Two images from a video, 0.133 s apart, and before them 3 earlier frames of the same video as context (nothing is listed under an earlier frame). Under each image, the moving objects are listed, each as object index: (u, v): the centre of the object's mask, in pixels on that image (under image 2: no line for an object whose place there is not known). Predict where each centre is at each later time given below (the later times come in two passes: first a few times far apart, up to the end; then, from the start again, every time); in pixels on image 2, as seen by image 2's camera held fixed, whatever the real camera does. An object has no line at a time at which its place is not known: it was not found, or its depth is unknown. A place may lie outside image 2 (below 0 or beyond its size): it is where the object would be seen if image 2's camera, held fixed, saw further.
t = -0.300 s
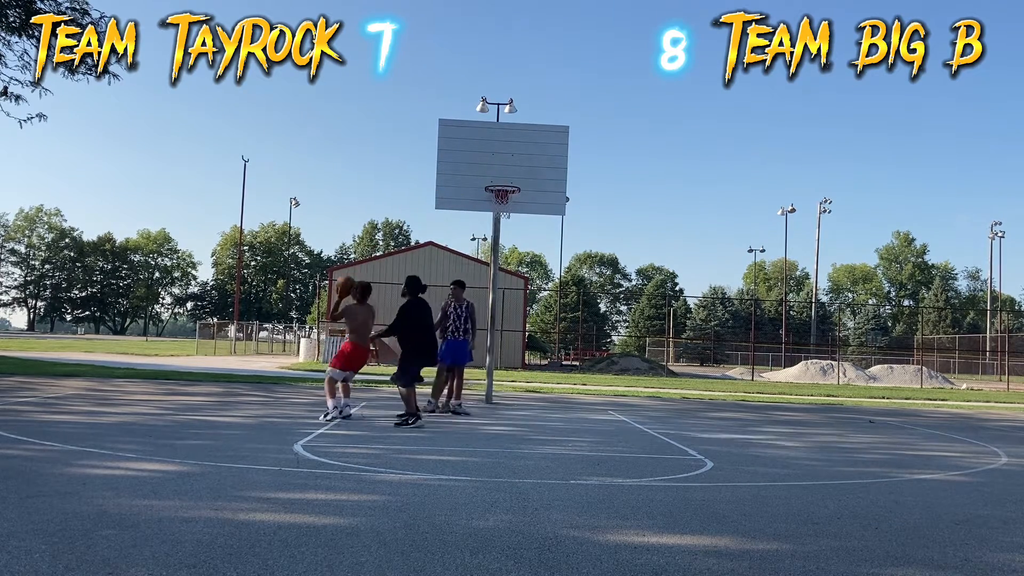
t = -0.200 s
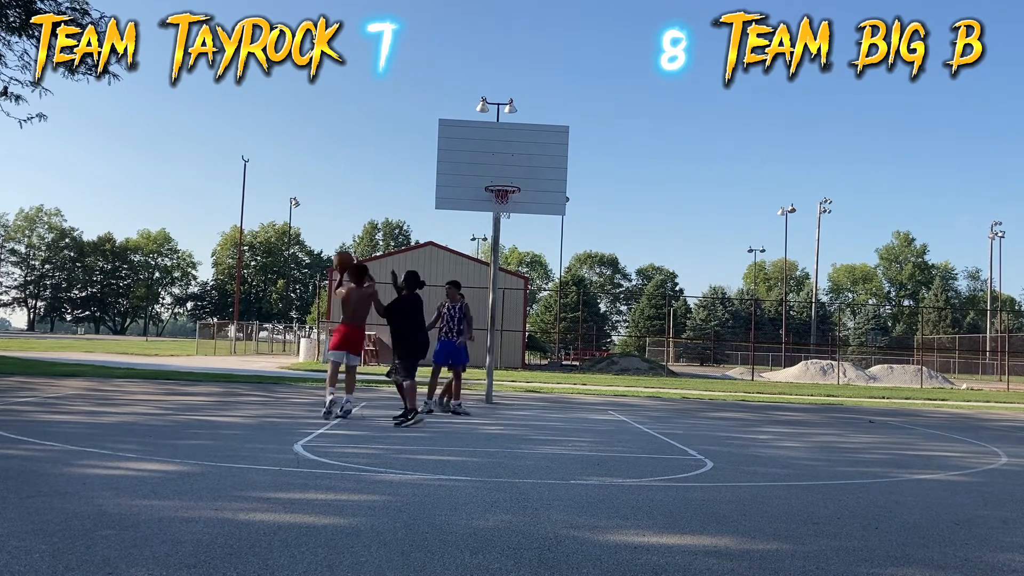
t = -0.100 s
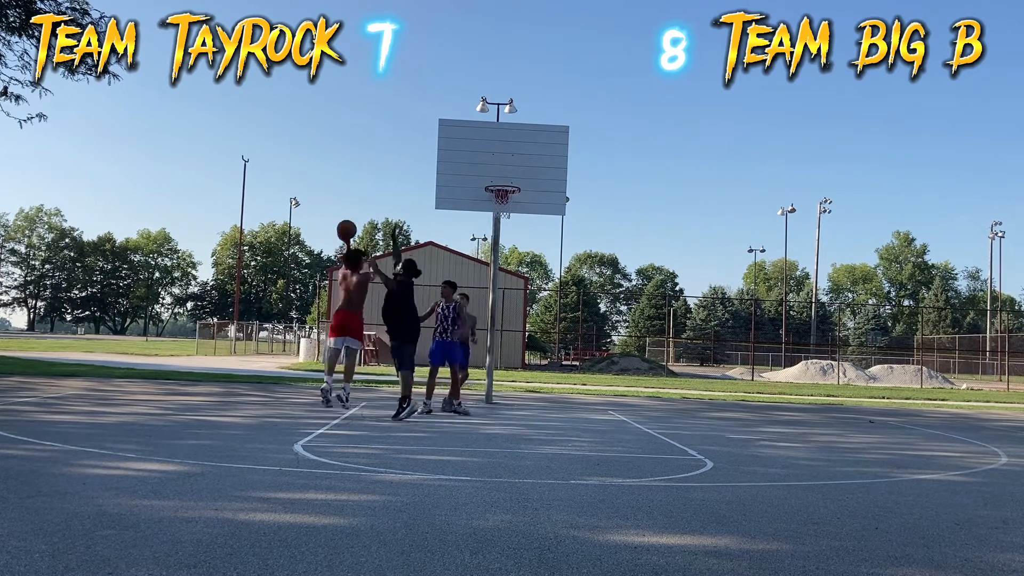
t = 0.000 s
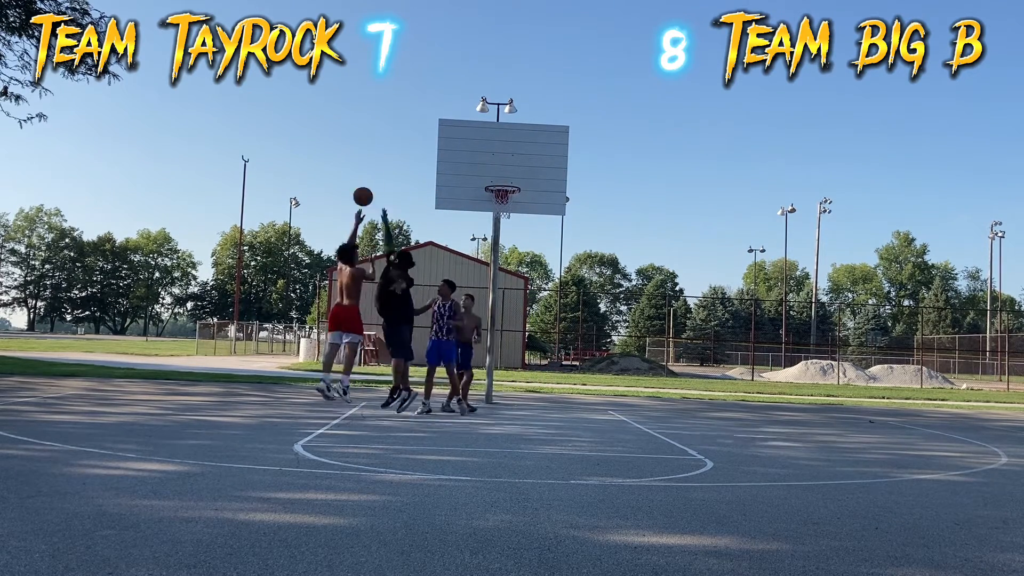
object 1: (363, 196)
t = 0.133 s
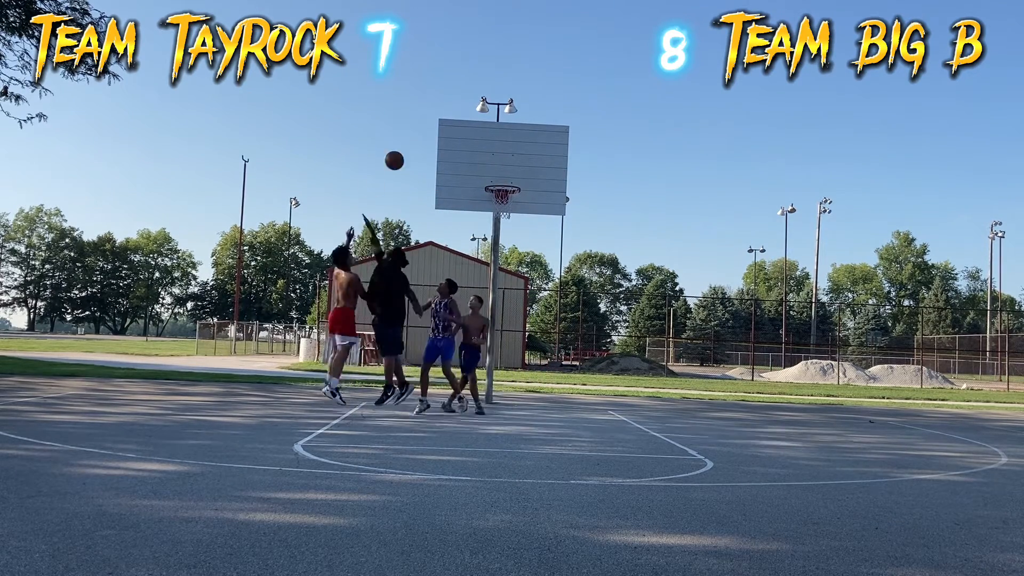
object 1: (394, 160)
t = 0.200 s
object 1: (409, 148)
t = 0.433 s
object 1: (457, 132)
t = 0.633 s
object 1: (496, 150)
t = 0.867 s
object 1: (530, 173)
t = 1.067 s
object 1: (550, 178)
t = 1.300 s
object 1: (572, 217)
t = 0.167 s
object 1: (402, 154)
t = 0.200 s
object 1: (409, 148)
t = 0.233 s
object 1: (416, 143)
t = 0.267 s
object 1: (423, 139)
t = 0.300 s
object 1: (430, 136)
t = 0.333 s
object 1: (437, 134)
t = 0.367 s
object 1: (444, 133)
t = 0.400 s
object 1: (451, 132)
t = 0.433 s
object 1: (457, 132)
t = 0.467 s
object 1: (464, 133)
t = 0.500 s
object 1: (470, 135)
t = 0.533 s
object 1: (477, 138)
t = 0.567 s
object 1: (483, 141)
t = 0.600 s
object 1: (489, 145)
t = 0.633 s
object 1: (496, 150)
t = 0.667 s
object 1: (502, 156)
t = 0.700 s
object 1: (507, 162)
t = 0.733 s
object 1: (513, 169)
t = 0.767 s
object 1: (519, 177)
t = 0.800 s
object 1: (523, 178)
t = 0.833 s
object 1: (526, 175)
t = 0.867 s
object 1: (530, 173)
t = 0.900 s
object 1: (533, 172)
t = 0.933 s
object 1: (537, 172)
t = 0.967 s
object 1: (540, 172)
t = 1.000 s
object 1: (543, 173)
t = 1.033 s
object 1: (547, 175)
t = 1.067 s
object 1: (550, 178)
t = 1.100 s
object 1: (553, 181)
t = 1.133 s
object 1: (556, 185)
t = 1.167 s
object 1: (559, 190)
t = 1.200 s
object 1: (563, 196)
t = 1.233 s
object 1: (566, 202)
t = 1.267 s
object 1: (569, 209)
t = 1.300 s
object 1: (572, 217)
